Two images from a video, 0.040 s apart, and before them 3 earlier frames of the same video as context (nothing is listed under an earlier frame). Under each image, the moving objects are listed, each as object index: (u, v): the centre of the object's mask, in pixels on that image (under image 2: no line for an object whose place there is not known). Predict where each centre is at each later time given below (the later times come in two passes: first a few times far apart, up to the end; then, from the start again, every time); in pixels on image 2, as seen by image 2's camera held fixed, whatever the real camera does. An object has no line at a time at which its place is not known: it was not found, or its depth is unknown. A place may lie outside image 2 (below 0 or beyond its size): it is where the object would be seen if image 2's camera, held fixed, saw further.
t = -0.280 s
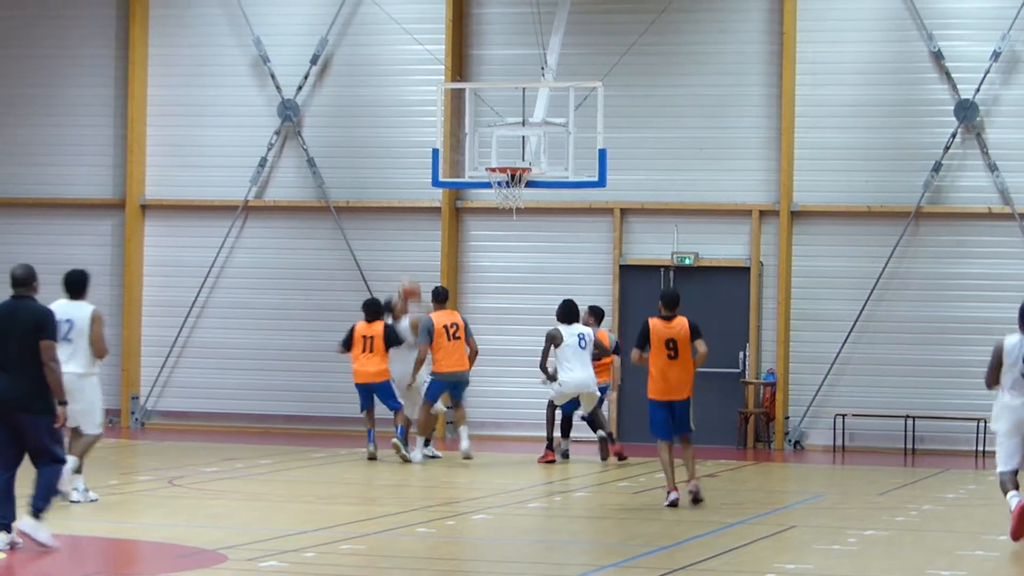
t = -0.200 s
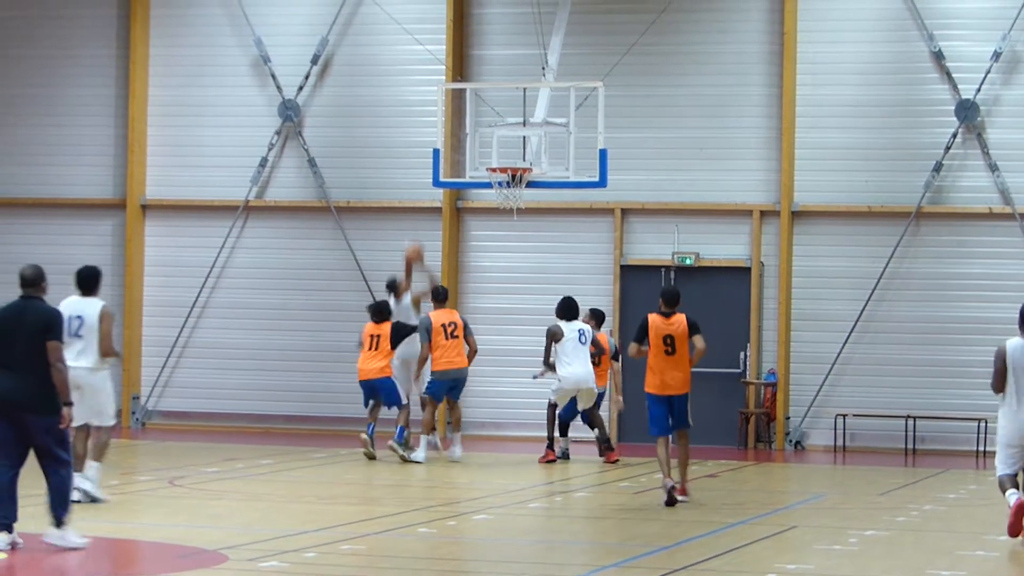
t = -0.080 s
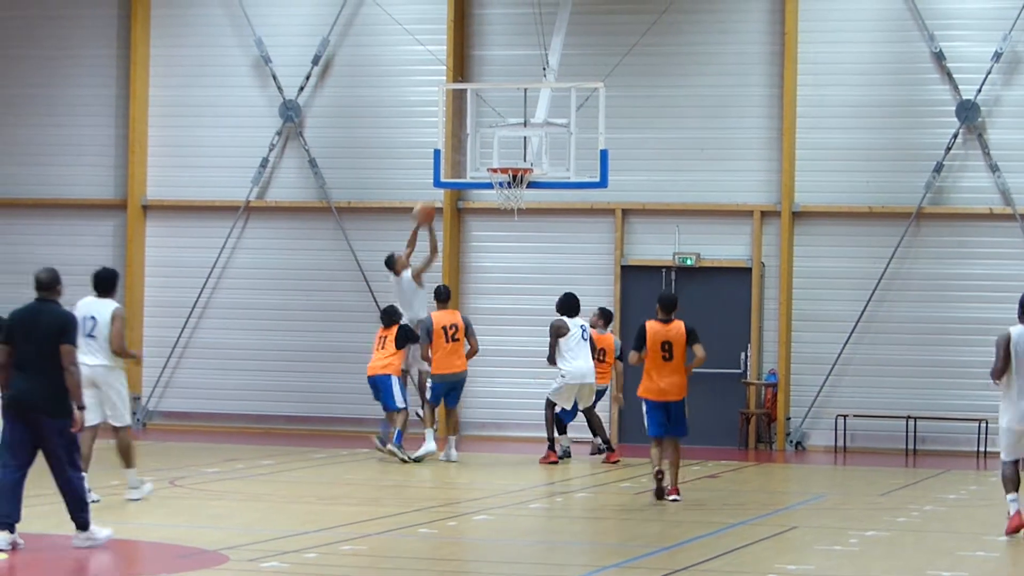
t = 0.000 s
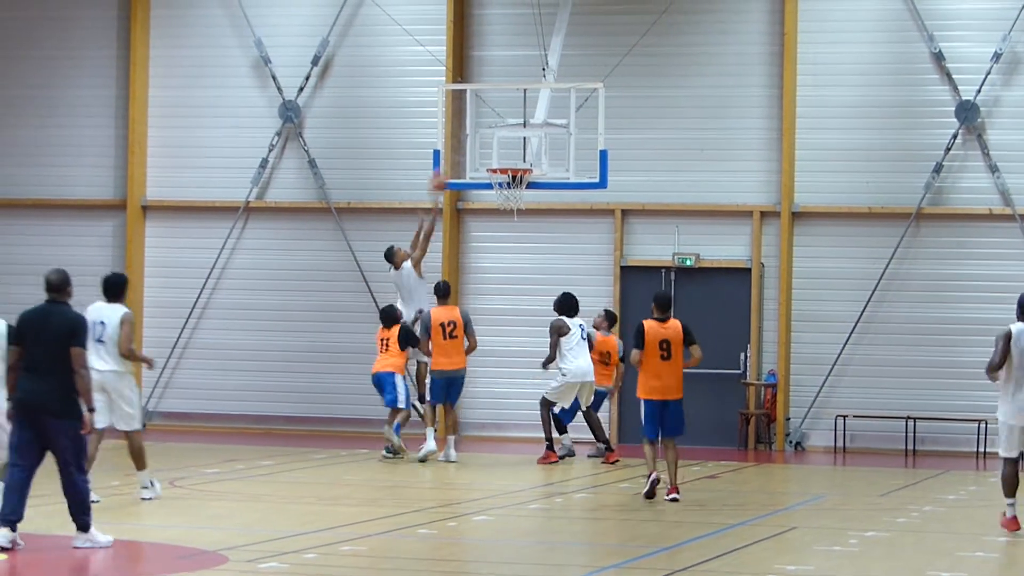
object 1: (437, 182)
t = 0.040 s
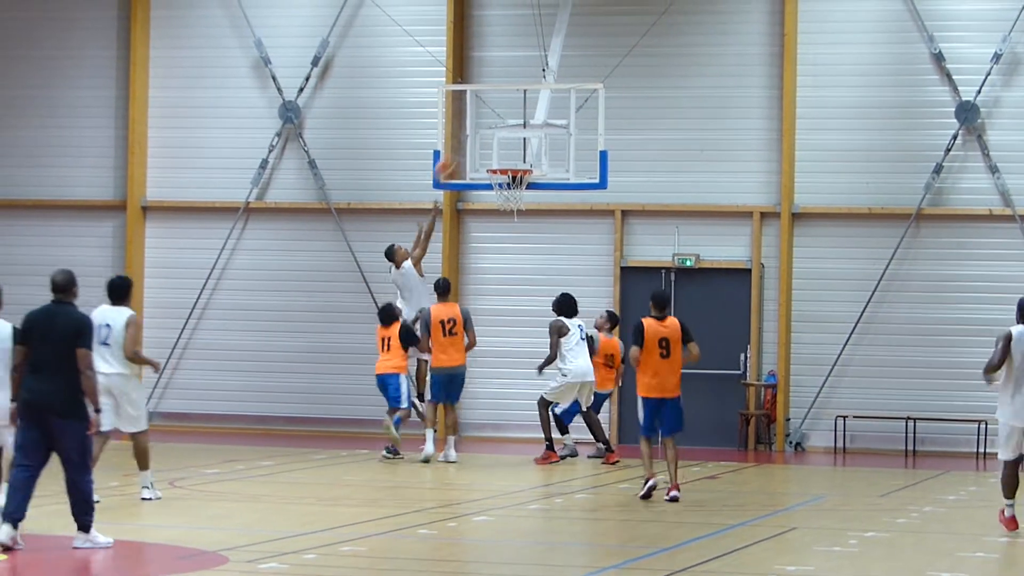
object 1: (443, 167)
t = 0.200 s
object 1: (478, 131)
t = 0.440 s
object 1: (497, 141)
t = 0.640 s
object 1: (511, 184)
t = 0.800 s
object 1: (515, 226)
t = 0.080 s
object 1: (453, 154)
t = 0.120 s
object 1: (462, 145)
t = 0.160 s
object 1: (470, 136)
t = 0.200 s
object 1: (478, 131)
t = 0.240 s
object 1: (481, 128)
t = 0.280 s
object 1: (484, 128)
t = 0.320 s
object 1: (487, 129)
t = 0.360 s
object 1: (491, 132)
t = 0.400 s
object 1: (494, 136)
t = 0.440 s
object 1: (497, 141)
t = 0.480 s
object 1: (500, 149)
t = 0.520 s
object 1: (504, 157)
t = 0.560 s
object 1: (507, 167)
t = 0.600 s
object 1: (509, 178)
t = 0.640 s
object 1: (511, 184)
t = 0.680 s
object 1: (508, 191)
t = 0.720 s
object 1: (509, 210)
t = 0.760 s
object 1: (514, 216)
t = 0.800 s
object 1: (515, 226)
